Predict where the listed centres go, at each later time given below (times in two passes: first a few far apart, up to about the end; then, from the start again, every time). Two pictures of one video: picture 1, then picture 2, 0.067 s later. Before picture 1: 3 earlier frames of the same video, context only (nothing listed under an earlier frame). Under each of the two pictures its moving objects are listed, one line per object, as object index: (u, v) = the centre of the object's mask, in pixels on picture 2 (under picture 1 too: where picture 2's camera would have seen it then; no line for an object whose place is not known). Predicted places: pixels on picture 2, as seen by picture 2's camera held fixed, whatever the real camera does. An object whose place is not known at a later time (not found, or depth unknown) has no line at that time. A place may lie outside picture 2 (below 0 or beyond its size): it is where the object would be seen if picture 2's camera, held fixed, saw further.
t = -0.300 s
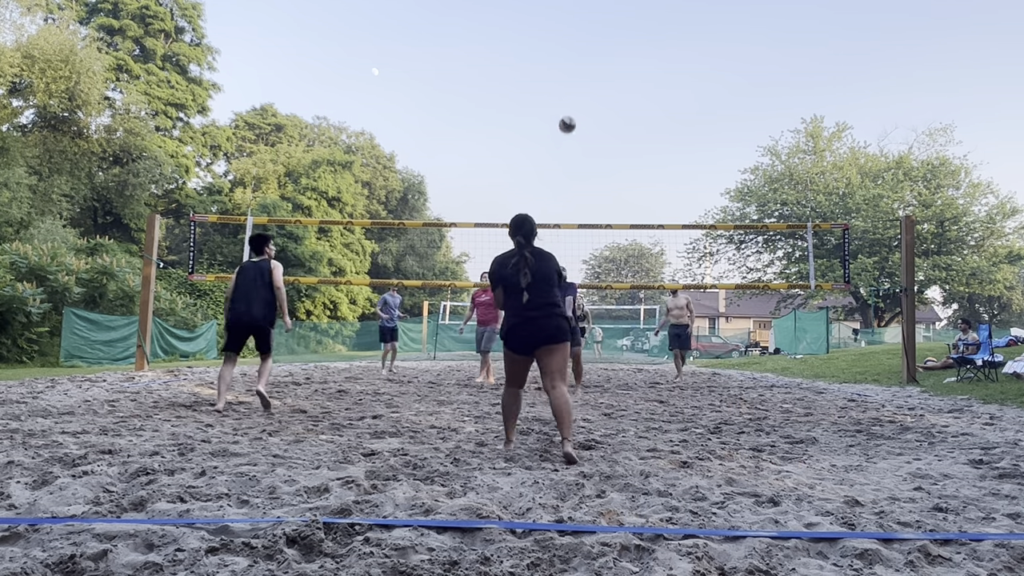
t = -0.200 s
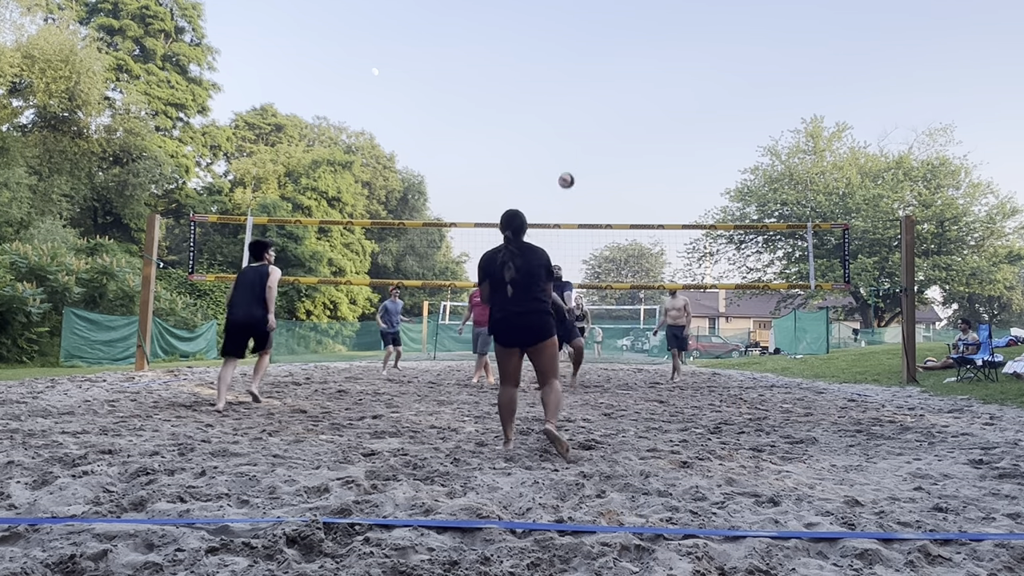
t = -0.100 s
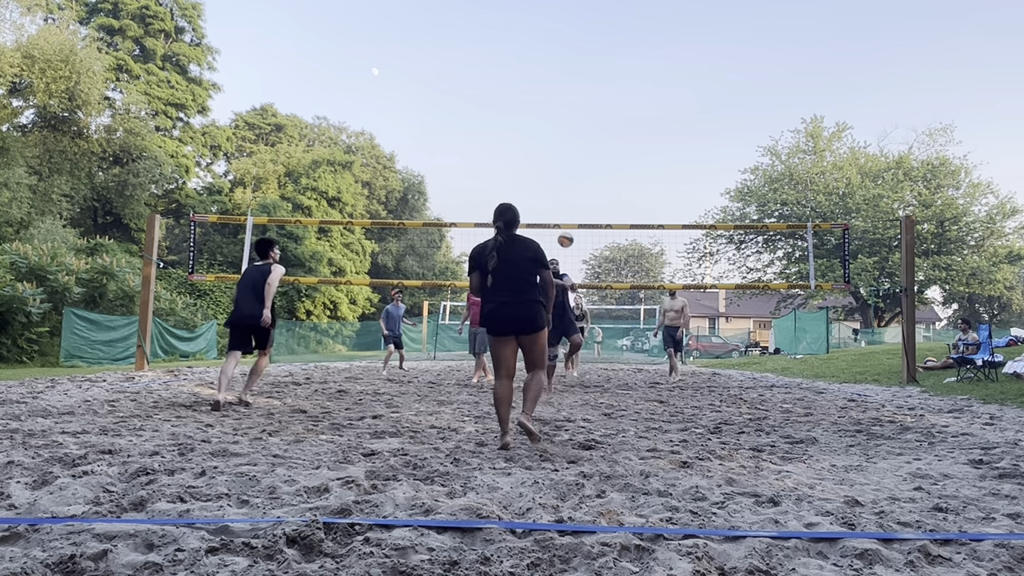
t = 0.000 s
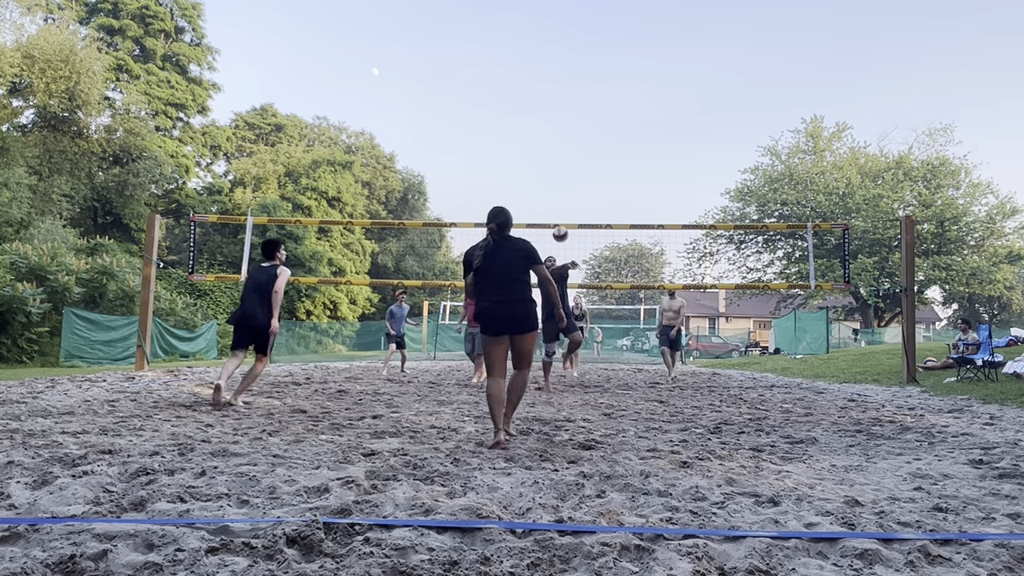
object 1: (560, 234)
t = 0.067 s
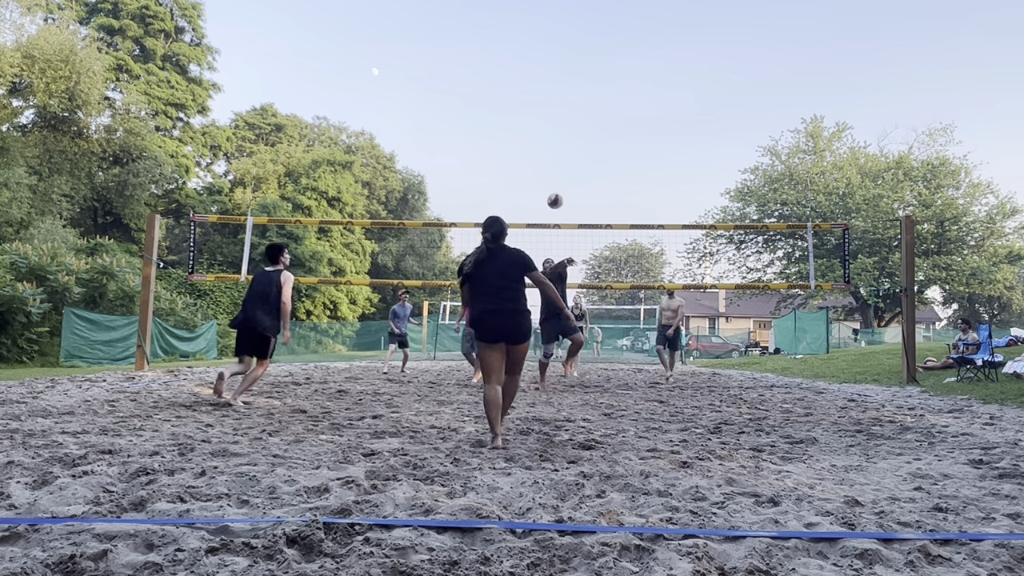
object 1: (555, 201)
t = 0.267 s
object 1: (538, 123)
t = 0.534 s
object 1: (515, 70)
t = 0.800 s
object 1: (492, 69)
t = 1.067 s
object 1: (468, 117)
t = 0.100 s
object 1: (552, 186)
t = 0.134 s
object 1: (549, 171)
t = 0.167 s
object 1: (547, 158)
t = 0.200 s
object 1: (544, 145)
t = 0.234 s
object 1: (541, 134)
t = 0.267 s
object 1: (538, 123)
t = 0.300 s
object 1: (535, 114)
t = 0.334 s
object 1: (532, 105)
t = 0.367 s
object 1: (529, 97)
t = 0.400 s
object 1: (527, 90)
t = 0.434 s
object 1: (524, 84)
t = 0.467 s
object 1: (521, 78)
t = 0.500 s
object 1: (518, 74)
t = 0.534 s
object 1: (515, 70)
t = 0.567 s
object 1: (512, 67)
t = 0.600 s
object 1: (509, 65)
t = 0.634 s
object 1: (506, 64)
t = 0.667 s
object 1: (503, 63)
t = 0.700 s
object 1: (501, 63)
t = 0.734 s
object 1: (498, 65)
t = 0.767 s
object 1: (495, 66)
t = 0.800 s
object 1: (492, 69)
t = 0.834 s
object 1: (489, 72)
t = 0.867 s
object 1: (486, 76)
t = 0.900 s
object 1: (483, 81)
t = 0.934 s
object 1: (480, 87)
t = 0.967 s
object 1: (477, 93)
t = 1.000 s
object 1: (474, 100)
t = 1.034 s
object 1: (471, 108)
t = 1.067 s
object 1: (468, 117)
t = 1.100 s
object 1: (465, 126)
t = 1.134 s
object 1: (462, 136)
